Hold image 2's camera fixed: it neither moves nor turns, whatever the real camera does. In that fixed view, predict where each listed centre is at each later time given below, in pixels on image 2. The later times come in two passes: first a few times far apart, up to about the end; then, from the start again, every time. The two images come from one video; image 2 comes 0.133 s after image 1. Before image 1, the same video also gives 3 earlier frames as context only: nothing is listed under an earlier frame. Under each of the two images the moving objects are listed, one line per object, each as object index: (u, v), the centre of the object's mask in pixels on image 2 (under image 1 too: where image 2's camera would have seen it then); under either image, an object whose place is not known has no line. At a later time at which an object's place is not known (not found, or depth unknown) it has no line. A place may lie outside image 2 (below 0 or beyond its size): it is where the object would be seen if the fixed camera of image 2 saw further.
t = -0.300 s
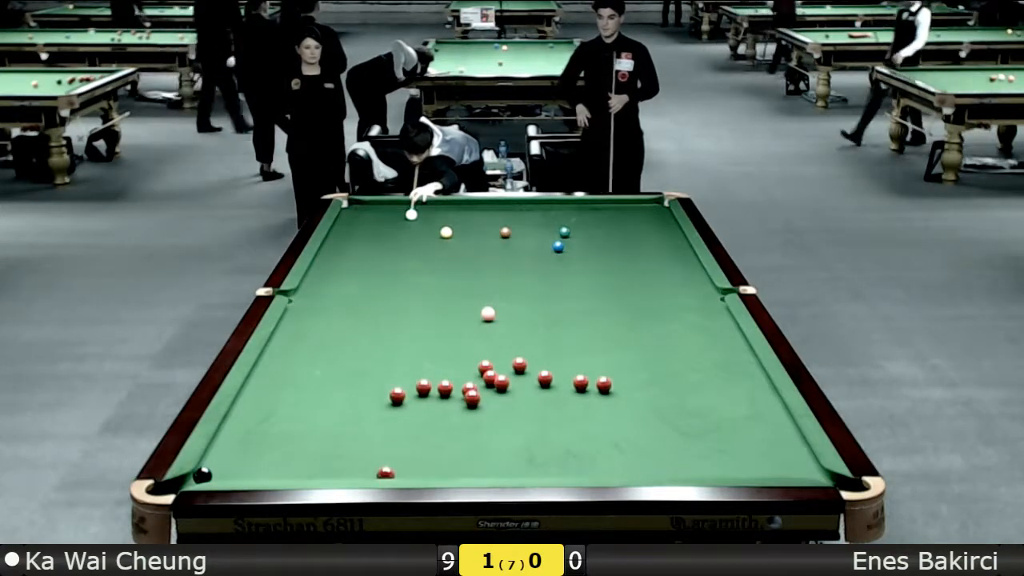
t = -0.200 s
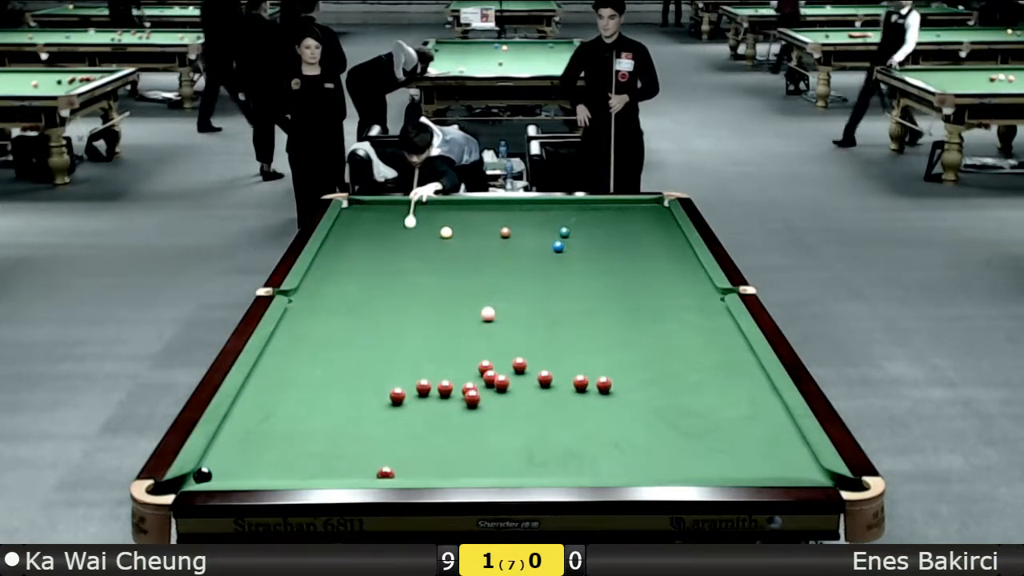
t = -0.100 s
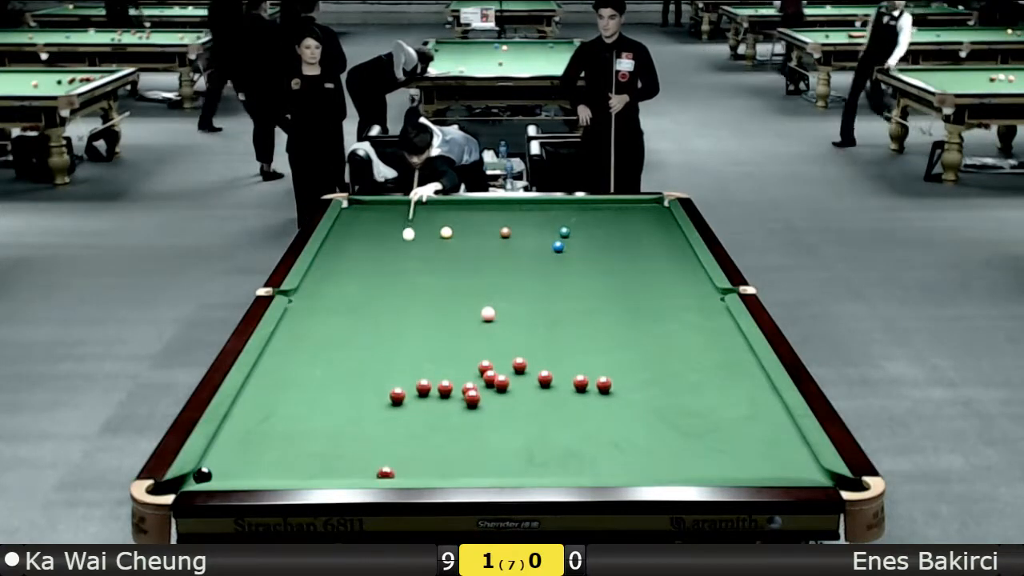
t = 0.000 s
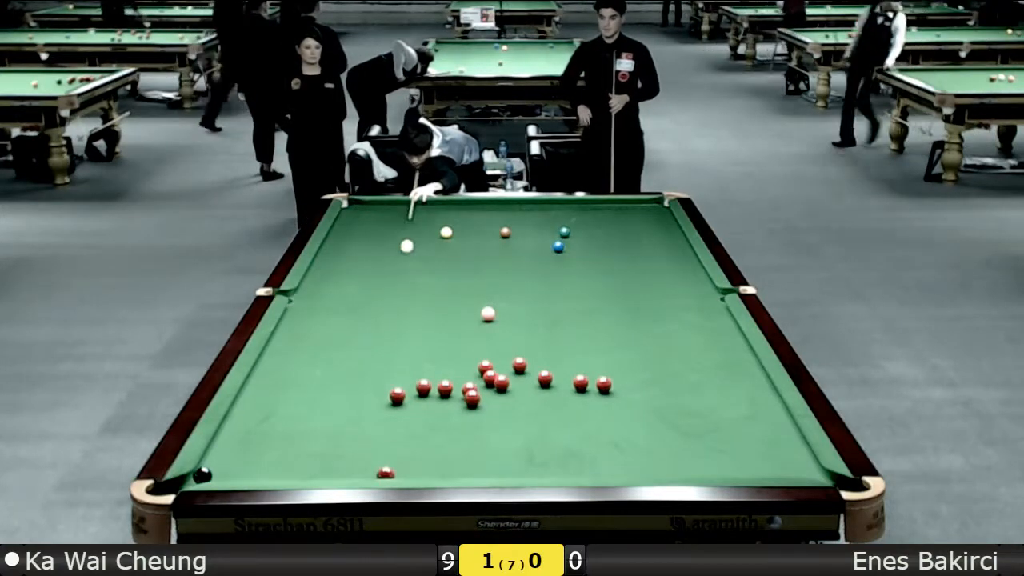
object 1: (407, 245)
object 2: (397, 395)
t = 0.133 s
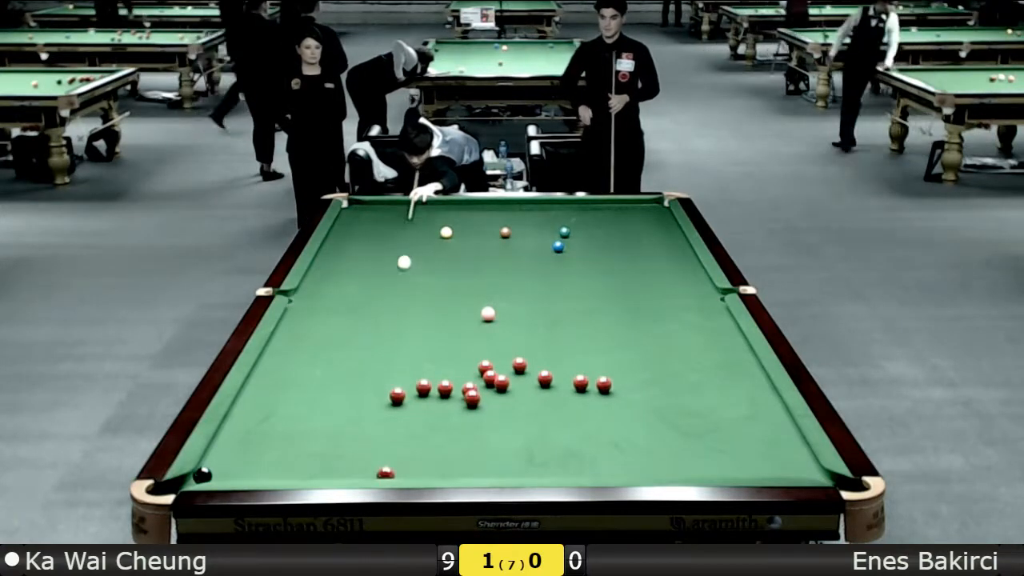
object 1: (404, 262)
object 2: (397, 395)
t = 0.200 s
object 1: (403, 270)
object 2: (397, 395)
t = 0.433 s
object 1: (398, 303)
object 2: (397, 395)
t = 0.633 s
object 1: (393, 337)
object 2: (397, 395)
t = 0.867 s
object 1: (385, 383)
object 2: (397, 395)
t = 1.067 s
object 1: (340, 423)
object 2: (433, 405)
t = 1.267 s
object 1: (285, 466)
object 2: (468, 414)
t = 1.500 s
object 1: (255, 448)
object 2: (511, 425)
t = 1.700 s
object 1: (239, 423)
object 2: (547, 435)
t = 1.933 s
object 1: (255, 398)
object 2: (589, 446)
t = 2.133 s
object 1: (278, 381)
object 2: (627, 456)
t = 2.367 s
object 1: (302, 362)
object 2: (670, 466)
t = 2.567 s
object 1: (321, 348)
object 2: (707, 472)
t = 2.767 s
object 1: (338, 334)
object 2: (735, 470)
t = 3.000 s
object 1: (356, 320)
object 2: (764, 467)
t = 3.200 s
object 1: (370, 309)
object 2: (787, 464)
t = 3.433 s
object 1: (385, 298)
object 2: (806, 459)
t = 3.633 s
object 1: (397, 289)
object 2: (790, 456)
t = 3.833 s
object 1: (408, 280)
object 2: (776, 454)
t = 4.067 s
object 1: (420, 270)
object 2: (761, 451)
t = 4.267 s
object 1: (429, 263)
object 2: (750, 449)
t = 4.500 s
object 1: (439, 256)
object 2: (739, 446)
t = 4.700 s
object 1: (446, 249)
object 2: (731, 445)
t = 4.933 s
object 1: (455, 243)
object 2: (723, 443)
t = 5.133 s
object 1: (461, 237)
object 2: (718, 442)
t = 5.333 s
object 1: (467, 232)
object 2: (713, 441)
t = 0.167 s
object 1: (404, 266)
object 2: (397, 395)
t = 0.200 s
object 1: (403, 270)
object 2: (397, 395)
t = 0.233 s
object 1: (402, 275)
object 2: (397, 395)
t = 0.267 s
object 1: (402, 279)
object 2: (396, 395)
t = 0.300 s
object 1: (401, 284)
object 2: (397, 395)
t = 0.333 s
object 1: (400, 289)
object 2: (397, 395)
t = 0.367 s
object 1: (399, 294)
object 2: (397, 395)
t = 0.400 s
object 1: (399, 299)
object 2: (397, 395)
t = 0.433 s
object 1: (398, 303)
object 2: (397, 395)
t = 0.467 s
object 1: (397, 309)
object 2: (397, 395)
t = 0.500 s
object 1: (396, 314)
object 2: (397, 395)
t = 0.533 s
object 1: (395, 320)
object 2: (397, 395)
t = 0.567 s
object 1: (394, 325)
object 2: (397, 395)
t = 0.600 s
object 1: (394, 331)
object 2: (397, 395)
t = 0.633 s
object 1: (393, 337)
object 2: (397, 395)
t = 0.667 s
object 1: (392, 343)
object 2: (397, 395)
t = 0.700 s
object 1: (391, 349)
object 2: (397, 395)
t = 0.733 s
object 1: (390, 356)
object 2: (397, 395)
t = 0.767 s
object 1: (389, 363)
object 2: (397, 395)
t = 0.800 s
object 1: (387, 370)
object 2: (397, 395)
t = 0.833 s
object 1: (386, 377)
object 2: (397, 395)
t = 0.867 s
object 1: (385, 383)
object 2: (397, 395)
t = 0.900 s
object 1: (383, 391)
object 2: (397, 396)
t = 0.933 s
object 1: (375, 398)
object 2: (404, 397)
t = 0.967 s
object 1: (366, 403)
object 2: (413, 399)
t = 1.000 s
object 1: (357, 409)
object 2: (420, 401)
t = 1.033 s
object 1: (348, 416)
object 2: (427, 403)
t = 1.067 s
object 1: (340, 423)
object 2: (433, 405)
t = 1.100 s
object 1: (331, 429)
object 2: (439, 406)
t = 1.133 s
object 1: (323, 436)
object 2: (445, 408)
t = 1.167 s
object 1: (313, 444)
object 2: (451, 410)
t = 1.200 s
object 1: (304, 451)
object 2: (457, 411)
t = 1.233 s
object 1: (295, 458)
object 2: (463, 413)
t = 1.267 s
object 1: (285, 466)
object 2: (468, 414)
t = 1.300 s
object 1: (275, 471)
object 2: (475, 416)
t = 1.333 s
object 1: (267, 473)
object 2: (480, 417)
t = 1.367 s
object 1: (265, 469)
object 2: (487, 418)
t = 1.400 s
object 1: (262, 465)
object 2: (493, 420)
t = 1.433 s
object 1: (260, 458)
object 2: (499, 422)
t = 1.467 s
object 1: (258, 453)
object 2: (505, 424)
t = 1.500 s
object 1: (255, 448)
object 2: (511, 425)
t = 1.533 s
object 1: (252, 444)
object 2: (517, 427)
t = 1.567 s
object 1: (249, 439)
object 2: (523, 428)
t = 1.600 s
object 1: (246, 435)
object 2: (529, 430)
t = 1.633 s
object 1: (244, 431)
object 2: (535, 432)
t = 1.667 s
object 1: (241, 427)
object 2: (541, 433)
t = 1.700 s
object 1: (239, 423)
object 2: (547, 435)
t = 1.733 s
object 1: (236, 419)
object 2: (553, 436)
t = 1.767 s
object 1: (234, 415)
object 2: (559, 438)
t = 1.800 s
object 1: (238, 412)
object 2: (565, 440)
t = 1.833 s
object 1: (243, 408)
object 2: (571, 441)
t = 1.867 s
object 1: (247, 405)
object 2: (577, 443)
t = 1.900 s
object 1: (251, 402)
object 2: (584, 445)
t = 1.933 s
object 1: (255, 398)
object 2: (589, 446)
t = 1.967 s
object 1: (259, 395)
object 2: (596, 447)
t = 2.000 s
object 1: (263, 392)
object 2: (602, 449)
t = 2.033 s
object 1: (267, 389)
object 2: (608, 451)
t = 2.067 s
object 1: (271, 386)
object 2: (614, 452)
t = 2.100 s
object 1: (274, 383)
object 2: (621, 454)
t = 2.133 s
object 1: (278, 381)
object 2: (627, 456)
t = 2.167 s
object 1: (282, 378)
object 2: (633, 457)
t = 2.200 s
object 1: (285, 375)
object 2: (639, 459)
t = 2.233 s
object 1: (289, 372)
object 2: (645, 461)
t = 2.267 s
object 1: (292, 370)
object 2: (652, 462)
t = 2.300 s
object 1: (295, 367)
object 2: (658, 464)
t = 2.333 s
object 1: (299, 365)
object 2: (664, 465)
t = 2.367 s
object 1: (302, 362)
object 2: (670, 466)
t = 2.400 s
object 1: (305, 359)
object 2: (676, 467)
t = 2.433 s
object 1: (308, 357)
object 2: (682, 468)
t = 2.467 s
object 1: (312, 355)
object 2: (688, 469)
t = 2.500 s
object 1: (315, 352)
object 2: (694, 470)
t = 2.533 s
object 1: (318, 350)
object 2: (701, 471)
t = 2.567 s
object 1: (321, 348)
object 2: (707, 472)
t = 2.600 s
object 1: (324, 345)
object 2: (713, 472)
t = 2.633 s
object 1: (327, 343)
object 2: (717, 472)
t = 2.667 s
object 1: (330, 341)
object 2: (722, 472)
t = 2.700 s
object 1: (332, 339)
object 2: (726, 471)
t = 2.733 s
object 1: (335, 336)
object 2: (730, 471)
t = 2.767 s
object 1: (338, 334)
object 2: (735, 470)
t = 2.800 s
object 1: (341, 332)
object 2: (739, 470)
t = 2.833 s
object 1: (343, 330)
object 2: (743, 469)
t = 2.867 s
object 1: (346, 328)
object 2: (747, 469)
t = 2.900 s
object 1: (348, 326)
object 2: (751, 469)
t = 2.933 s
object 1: (351, 324)
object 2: (756, 468)
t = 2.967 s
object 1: (354, 322)
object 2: (760, 467)
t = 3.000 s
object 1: (356, 320)
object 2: (764, 467)
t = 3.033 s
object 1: (359, 318)
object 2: (768, 467)
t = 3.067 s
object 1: (361, 317)
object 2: (771, 466)
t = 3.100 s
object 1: (363, 315)
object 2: (776, 466)
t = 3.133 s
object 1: (366, 313)
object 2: (780, 465)
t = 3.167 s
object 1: (368, 311)
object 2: (784, 465)
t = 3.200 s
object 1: (370, 309)
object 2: (787, 464)
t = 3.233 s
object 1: (372, 308)
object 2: (791, 463)
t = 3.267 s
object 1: (374, 306)
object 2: (795, 462)
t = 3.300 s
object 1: (377, 304)
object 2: (798, 461)
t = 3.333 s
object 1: (379, 302)
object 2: (802, 461)
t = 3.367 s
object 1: (381, 301)
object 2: (806, 460)
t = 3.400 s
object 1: (383, 299)
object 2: (808, 460)
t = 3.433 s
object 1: (385, 298)
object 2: (806, 459)
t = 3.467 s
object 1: (387, 296)
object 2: (803, 458)
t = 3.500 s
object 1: (389, 295)
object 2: (800, 458)
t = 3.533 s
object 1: (391, 293)
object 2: (797, 458)
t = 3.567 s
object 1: (393, 291)
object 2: (795, 457)
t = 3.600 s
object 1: (395, 290)
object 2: (792, 457)
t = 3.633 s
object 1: (397, 289)
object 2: (790, 456)
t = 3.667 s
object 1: (399, 287)
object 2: (787, 456)
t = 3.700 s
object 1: (401, 285)
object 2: (785, 455)
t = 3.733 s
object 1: (403, 284)
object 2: (783, 454)
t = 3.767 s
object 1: (405, 283)
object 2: (780, 454)
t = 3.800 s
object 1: (406, 281)
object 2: (778, 454)
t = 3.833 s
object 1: (408, 280)
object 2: (776, 454)
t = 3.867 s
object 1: (410, 279)
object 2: (774, 453)
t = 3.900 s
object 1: (412, 277)
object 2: (771, 453)
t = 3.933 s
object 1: (413, 276)
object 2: (769, 452)
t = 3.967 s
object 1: (415, 274)
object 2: (767, 452)
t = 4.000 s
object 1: (416, 273)
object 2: (765, 452)
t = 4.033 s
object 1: (418, 272)
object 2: (763, 451)
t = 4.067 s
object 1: (420, 270)
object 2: (761, 451)
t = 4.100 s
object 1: (421, 269)
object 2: (759, 451)
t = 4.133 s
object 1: (423, 268)
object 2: (758, 450)
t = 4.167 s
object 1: (424, 267)
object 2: (756, 450)
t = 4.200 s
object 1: (426, 266)
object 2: (754, 450)
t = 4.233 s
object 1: (427, 265)
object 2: (752, 449)
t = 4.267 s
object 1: (429, 263)
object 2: (750, 449)
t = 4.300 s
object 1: (430, 262)
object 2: (749, 448)
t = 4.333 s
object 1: (432, 261)
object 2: (747, 448)
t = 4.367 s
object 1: (433, 260)
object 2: (745, 448)
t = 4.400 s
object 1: (434, 259)
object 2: (744, 448)
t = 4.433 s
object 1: (436, 258)
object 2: (742, 447)
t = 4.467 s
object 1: (437, 257)
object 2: (741, 447)
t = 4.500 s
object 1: (439, 256)
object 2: (739, 446)
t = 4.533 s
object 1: (440, 255)
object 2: (738, 446)
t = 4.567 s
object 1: (441, 253)
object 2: (736, 446)
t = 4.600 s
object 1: (443, 252)
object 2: (735, 446)
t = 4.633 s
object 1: (444, 251)
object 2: (734, 445)
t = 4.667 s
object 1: (445, 250)
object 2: (732, 445)
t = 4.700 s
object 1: (446, 249)
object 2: (731, 445)
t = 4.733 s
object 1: (448, 248)
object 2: (730, 445)
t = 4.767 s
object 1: (449, 247)
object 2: (728, 445)
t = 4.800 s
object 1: (450, 246)
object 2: (727, 444)
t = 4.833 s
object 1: (451, 245)
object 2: (726, 444)
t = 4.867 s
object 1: (452, 245)
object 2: (725, 444)
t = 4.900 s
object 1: (454, 244)
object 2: (724, 443)
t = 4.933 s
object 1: (455, 243)
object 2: (723, 443)
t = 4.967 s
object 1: (456, 242)
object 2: (722, 443)
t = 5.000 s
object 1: (457, 241)
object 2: (721, 443)
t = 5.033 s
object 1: (458, 240)
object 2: (720, 443)
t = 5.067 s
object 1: (459, 239)
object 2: (719, 443)
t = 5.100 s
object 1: (460, 238)
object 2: (719, 442)
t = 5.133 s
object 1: (461, 237)
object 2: (718, 442)
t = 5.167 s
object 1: (463, 236)
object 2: (717, 442)
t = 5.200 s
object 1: (463, 235)
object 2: (716, 442)
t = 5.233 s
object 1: (464, 235)
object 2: (716, 442)
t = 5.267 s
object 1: (465, 234)
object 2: (715, 441)
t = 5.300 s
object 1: (466, 233)
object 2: (714, 441)
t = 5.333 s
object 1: (467, 232)
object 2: (713, 441)
